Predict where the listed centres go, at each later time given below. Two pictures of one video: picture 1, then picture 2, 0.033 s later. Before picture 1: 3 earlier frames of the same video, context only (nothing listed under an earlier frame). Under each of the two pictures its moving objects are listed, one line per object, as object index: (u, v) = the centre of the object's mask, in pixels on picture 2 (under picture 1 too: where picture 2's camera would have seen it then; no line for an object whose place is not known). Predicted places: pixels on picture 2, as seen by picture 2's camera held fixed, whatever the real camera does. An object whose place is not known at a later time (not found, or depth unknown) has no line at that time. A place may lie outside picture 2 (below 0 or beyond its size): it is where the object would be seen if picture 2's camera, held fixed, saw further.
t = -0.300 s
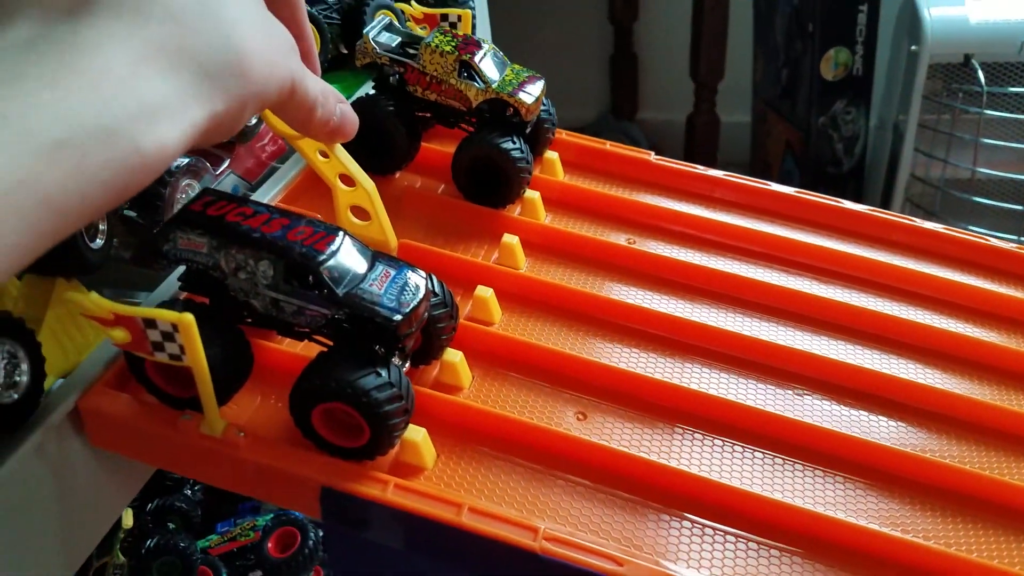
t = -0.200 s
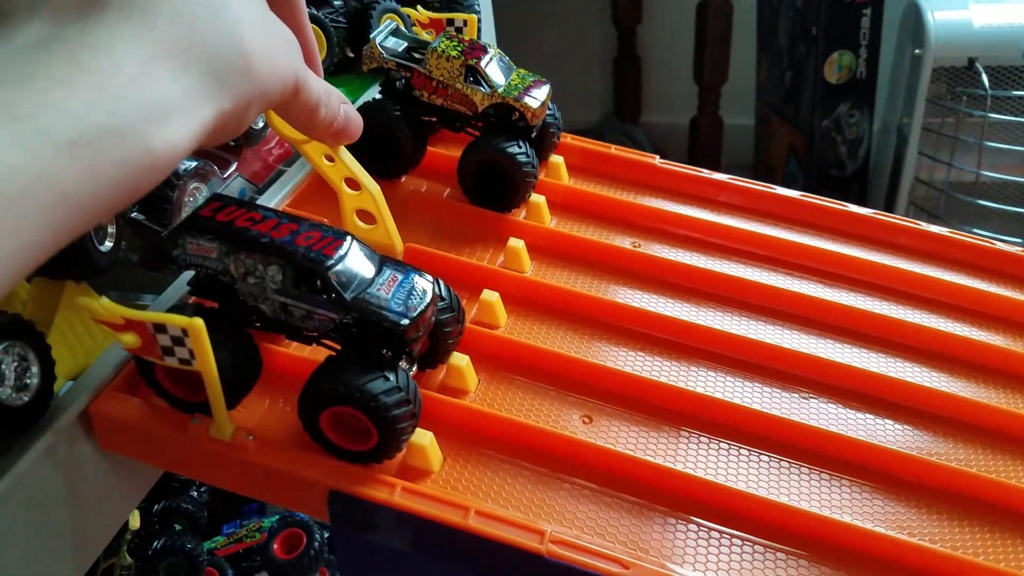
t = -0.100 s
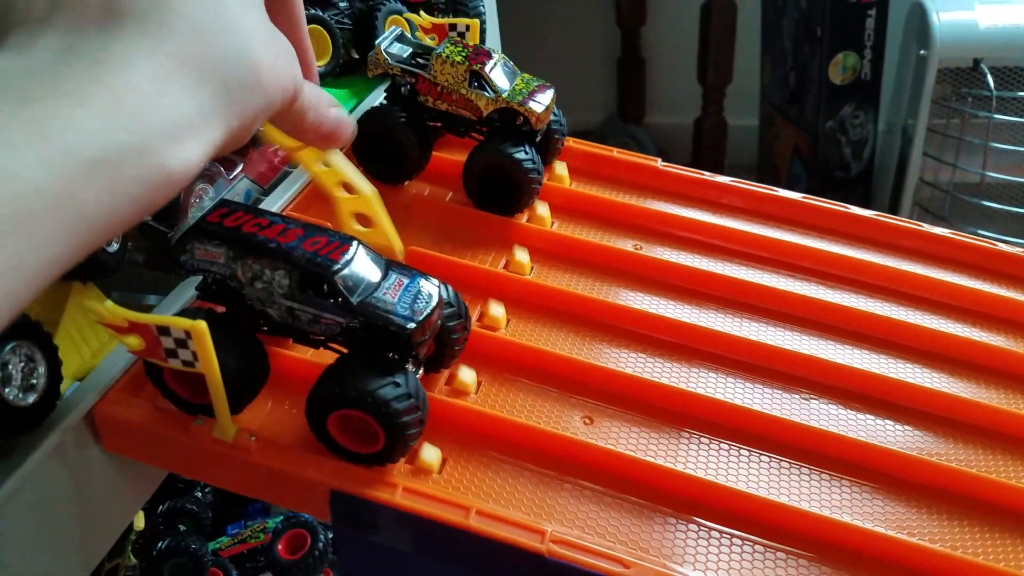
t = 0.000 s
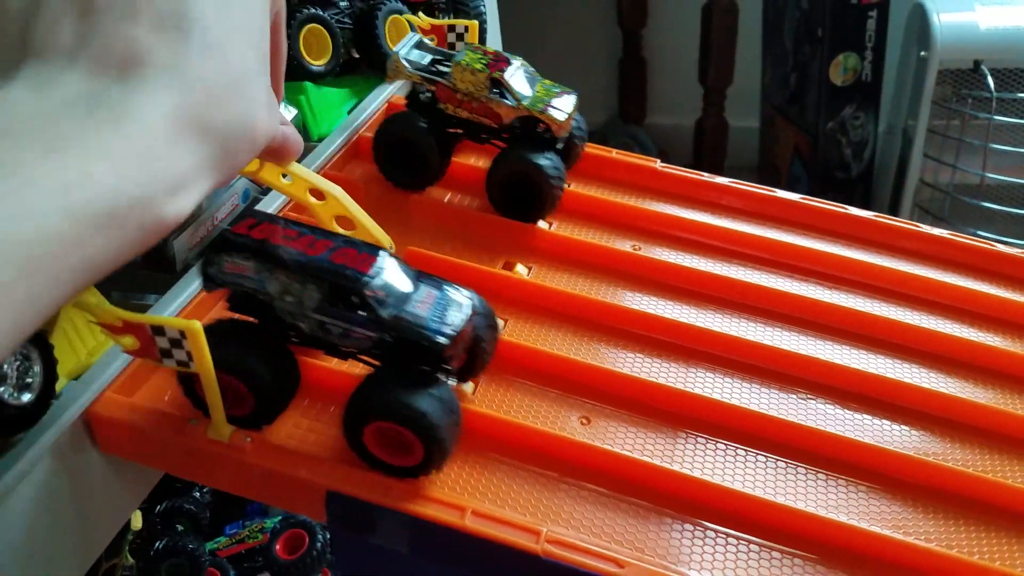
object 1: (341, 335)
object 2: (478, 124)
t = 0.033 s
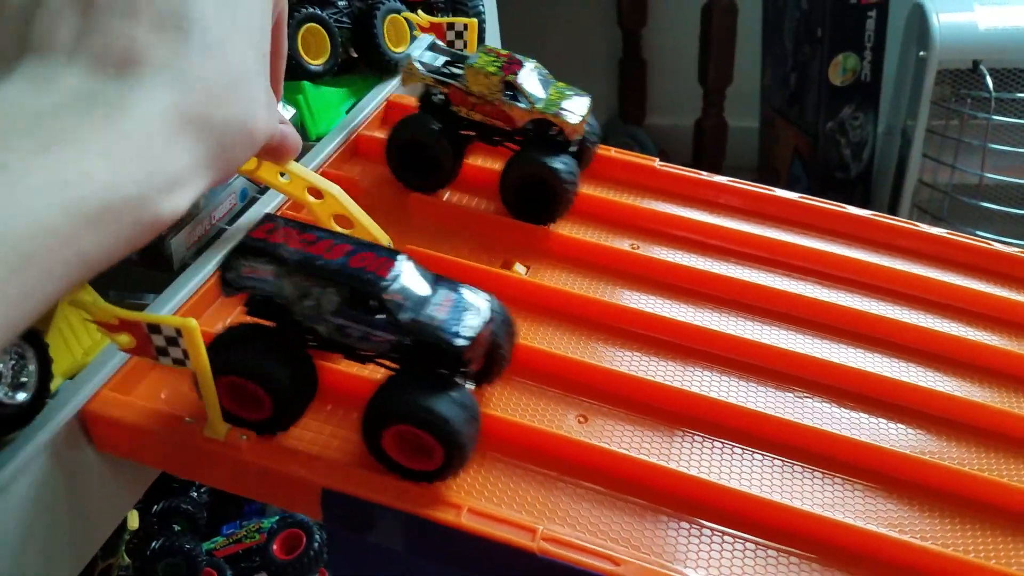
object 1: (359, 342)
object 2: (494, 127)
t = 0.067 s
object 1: (383, 350)
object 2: (512, 131)
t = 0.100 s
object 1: (413, 359)
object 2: (534, 137)
